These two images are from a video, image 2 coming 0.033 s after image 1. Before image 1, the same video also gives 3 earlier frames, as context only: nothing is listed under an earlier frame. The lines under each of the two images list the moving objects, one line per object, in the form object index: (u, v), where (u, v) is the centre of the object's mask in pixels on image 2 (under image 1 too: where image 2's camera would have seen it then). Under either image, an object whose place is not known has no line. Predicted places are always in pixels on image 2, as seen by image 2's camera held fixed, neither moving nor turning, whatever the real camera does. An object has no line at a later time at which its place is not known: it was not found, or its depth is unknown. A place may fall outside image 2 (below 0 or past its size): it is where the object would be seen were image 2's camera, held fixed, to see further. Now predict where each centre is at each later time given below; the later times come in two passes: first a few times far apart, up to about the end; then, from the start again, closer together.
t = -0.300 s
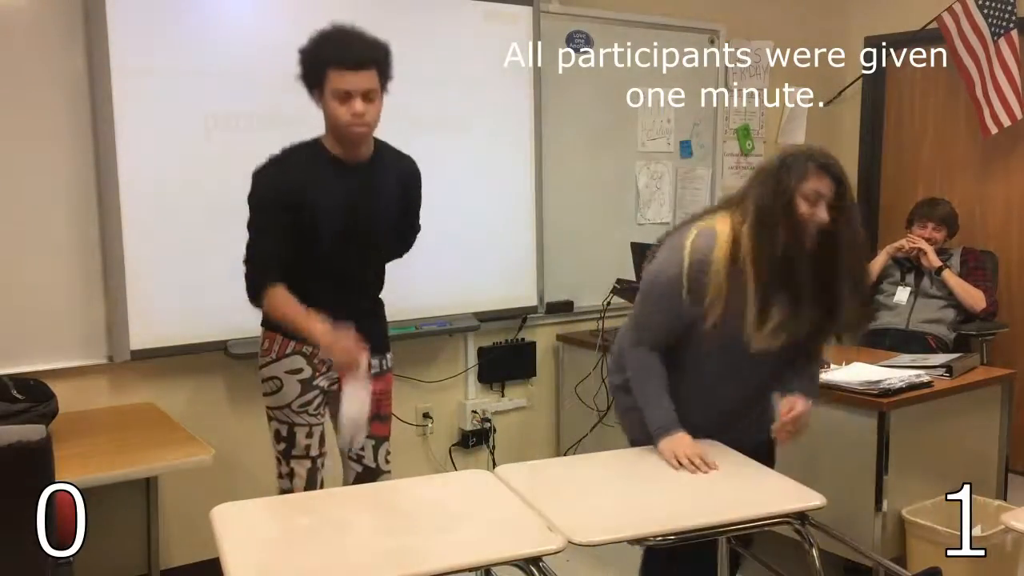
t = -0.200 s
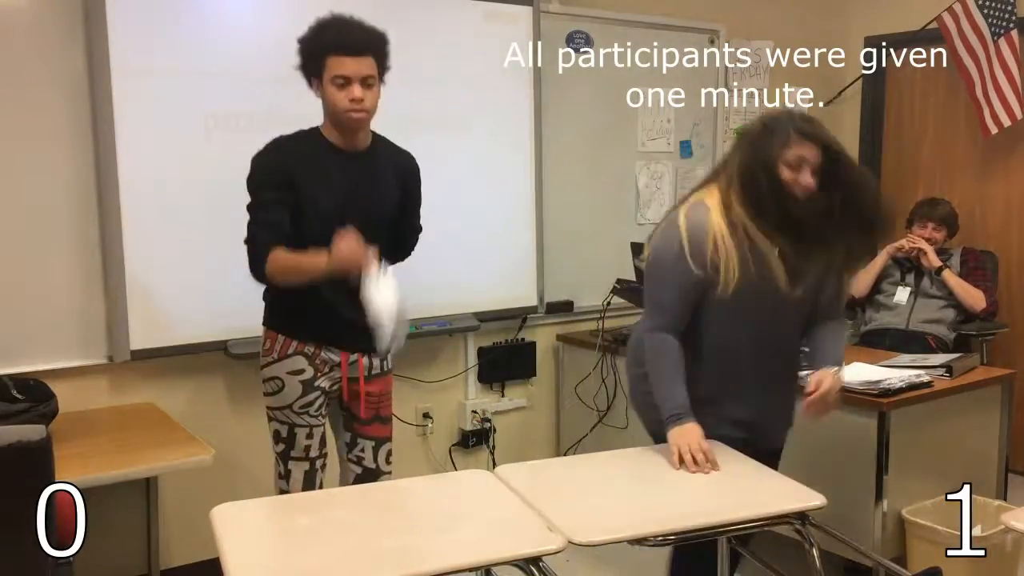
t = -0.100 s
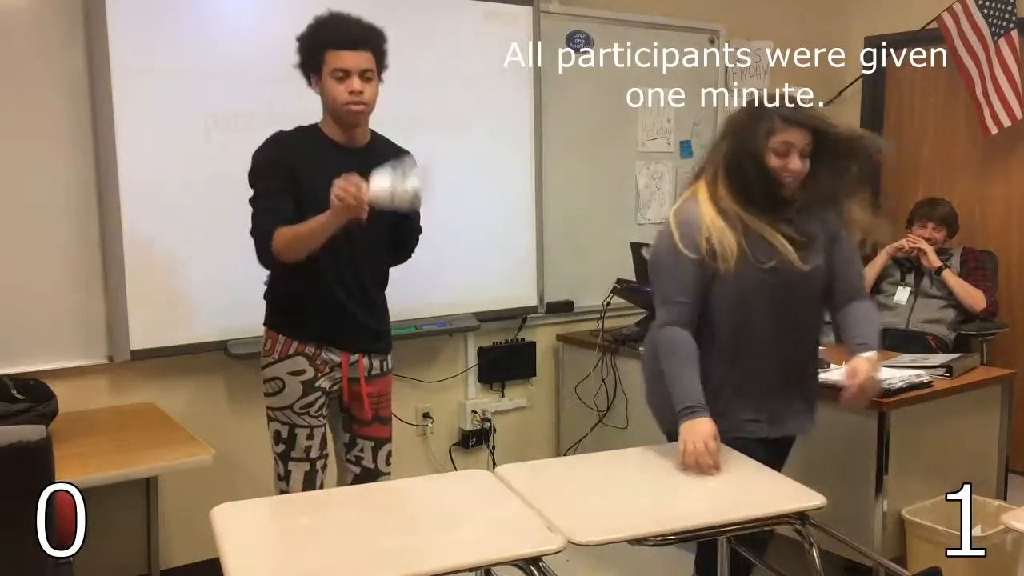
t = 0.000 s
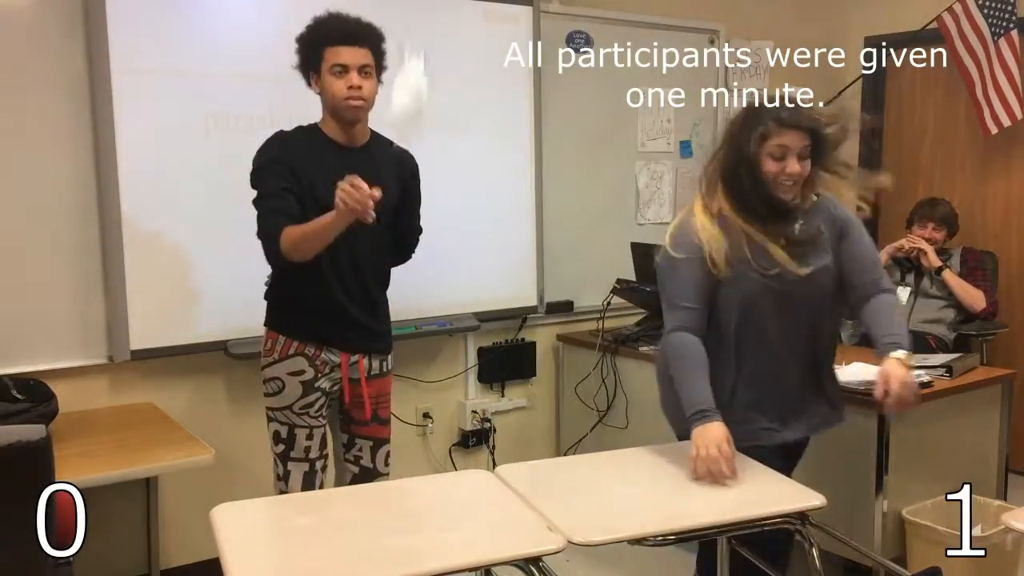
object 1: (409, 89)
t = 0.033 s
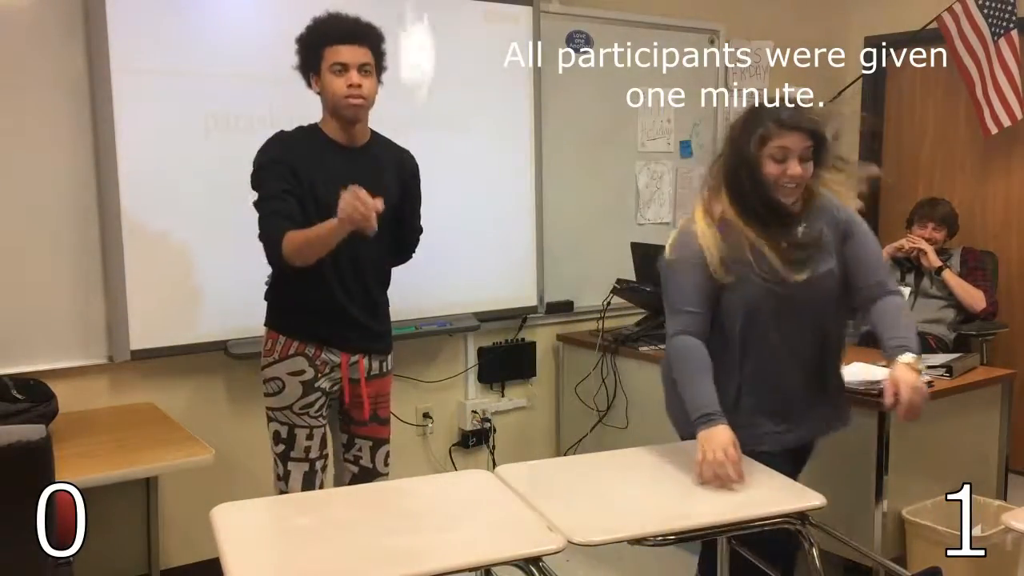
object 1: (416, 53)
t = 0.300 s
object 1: (412, 5)
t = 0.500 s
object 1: (433, 166)
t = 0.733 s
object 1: (433, 466)
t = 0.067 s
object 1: (424, 30)
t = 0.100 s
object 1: (434, 13)
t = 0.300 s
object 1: (412, 5)
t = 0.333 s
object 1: (416, 14)
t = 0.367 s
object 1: (427, 24)
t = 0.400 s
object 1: (434, 35)
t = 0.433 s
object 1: (435, 68)
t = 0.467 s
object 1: (434, 116)
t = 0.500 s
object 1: (433, 166)
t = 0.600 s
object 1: (436, 345)
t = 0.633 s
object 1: (437, 401)
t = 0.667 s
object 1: (437, 458)
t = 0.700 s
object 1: (437, 463)
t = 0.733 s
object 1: (433, 466)
